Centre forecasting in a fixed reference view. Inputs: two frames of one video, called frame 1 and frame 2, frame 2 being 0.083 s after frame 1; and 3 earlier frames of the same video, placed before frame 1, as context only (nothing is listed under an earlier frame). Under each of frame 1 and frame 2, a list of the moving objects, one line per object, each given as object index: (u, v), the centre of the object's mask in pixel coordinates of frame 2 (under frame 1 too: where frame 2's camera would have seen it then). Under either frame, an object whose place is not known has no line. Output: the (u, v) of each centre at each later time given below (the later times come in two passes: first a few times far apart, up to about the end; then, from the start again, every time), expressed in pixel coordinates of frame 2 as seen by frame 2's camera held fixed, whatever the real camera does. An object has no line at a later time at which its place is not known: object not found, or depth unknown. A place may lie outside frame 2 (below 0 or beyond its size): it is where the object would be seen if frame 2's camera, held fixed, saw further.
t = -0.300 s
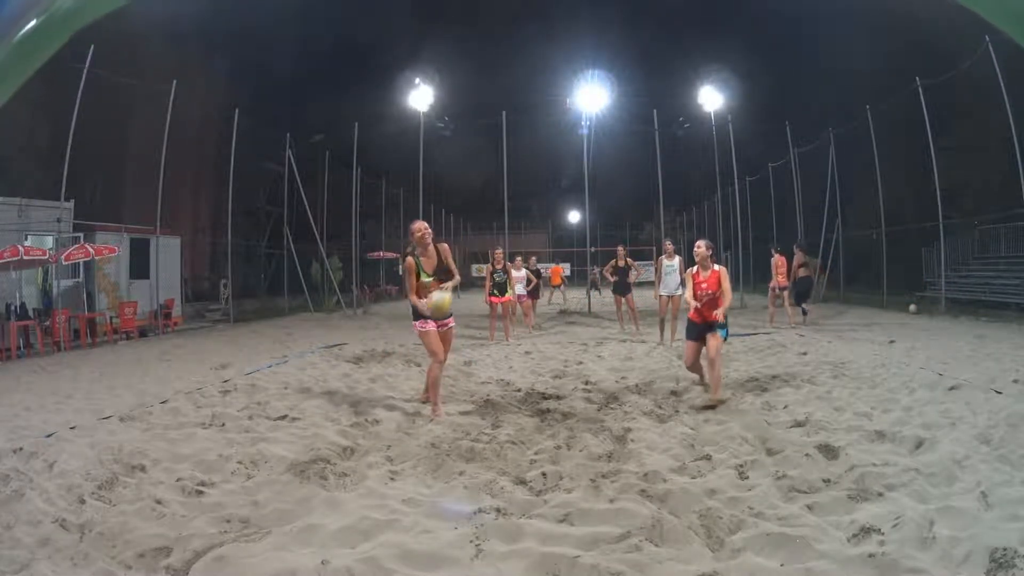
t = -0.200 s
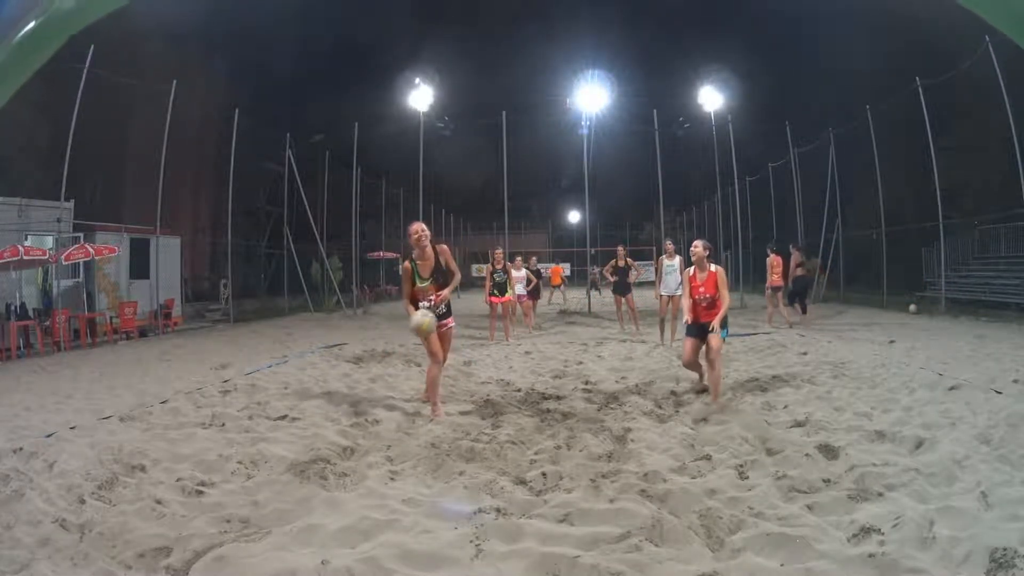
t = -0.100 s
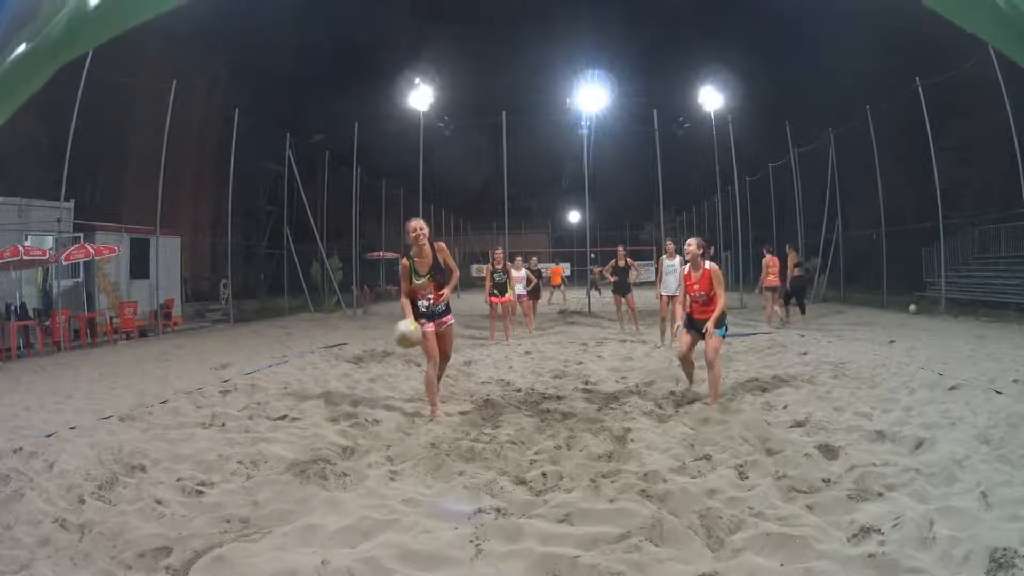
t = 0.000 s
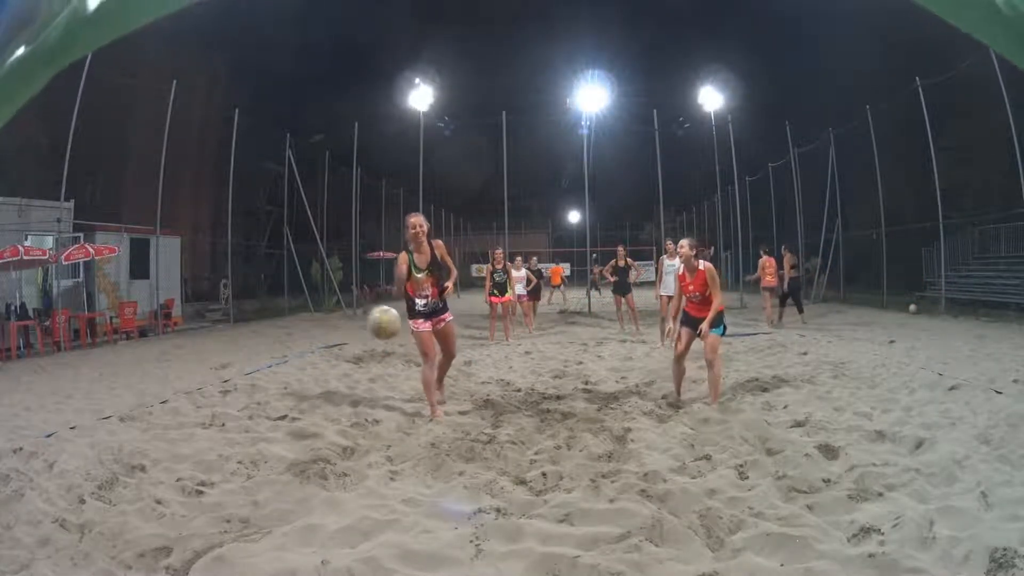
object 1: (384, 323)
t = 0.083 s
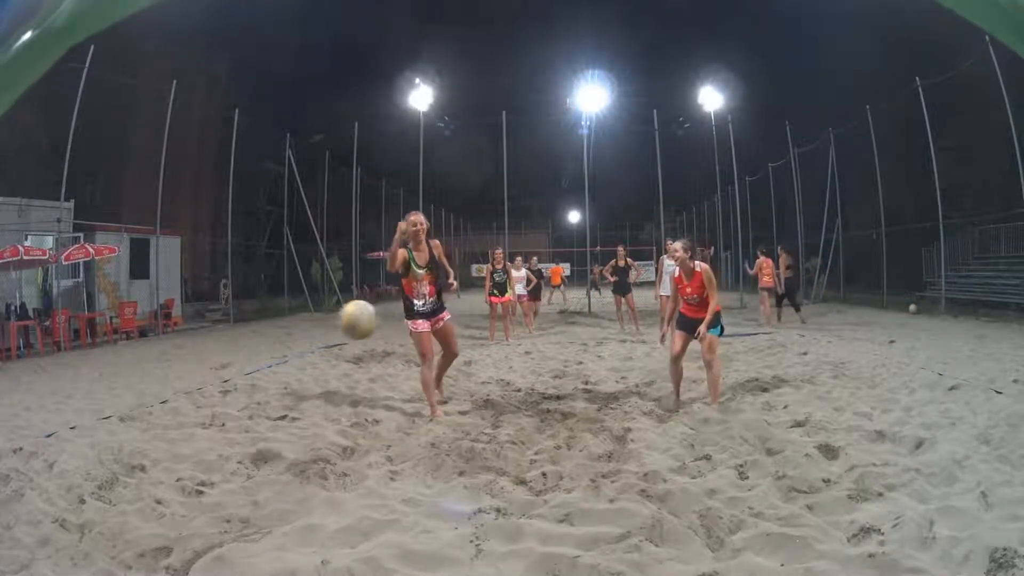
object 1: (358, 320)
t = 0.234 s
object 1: (286, 352)
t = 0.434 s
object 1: (120, 560)
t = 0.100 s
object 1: (352, 320)
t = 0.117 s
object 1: (345, 322)
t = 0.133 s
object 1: (338, 323)
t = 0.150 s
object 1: (332, 326)
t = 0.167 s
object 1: (324, 329)
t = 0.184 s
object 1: (315, 333)
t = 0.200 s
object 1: (306, 338)
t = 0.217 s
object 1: (298, 345)
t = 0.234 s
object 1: (286, 352)
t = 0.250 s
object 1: (275, 360)
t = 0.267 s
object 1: (264, 372)
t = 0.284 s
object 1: (251, 385)
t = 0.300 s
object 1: (239, 399)
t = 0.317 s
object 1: (225, 414)
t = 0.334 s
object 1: (208, 432)
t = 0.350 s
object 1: (197, 453)
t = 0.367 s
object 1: (182, 476)
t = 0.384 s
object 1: (165, 501)
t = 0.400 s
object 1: (151, 527)
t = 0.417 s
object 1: (136, 544)
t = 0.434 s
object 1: (120, 560)
